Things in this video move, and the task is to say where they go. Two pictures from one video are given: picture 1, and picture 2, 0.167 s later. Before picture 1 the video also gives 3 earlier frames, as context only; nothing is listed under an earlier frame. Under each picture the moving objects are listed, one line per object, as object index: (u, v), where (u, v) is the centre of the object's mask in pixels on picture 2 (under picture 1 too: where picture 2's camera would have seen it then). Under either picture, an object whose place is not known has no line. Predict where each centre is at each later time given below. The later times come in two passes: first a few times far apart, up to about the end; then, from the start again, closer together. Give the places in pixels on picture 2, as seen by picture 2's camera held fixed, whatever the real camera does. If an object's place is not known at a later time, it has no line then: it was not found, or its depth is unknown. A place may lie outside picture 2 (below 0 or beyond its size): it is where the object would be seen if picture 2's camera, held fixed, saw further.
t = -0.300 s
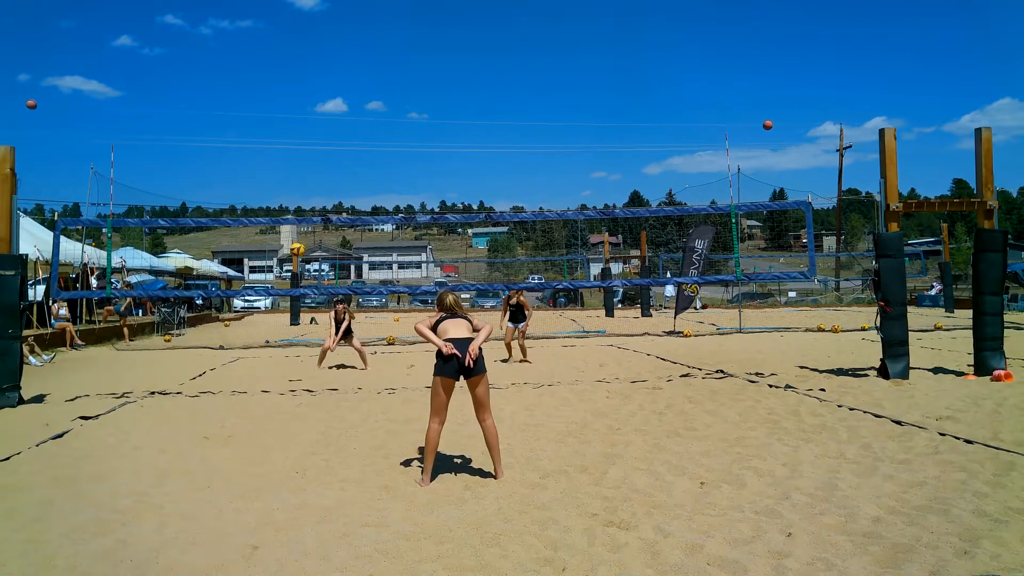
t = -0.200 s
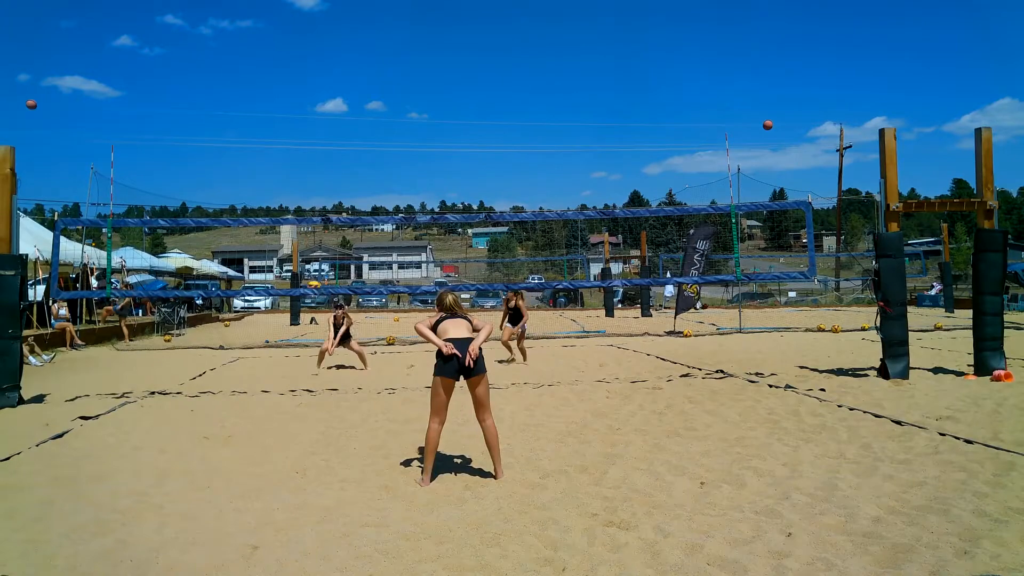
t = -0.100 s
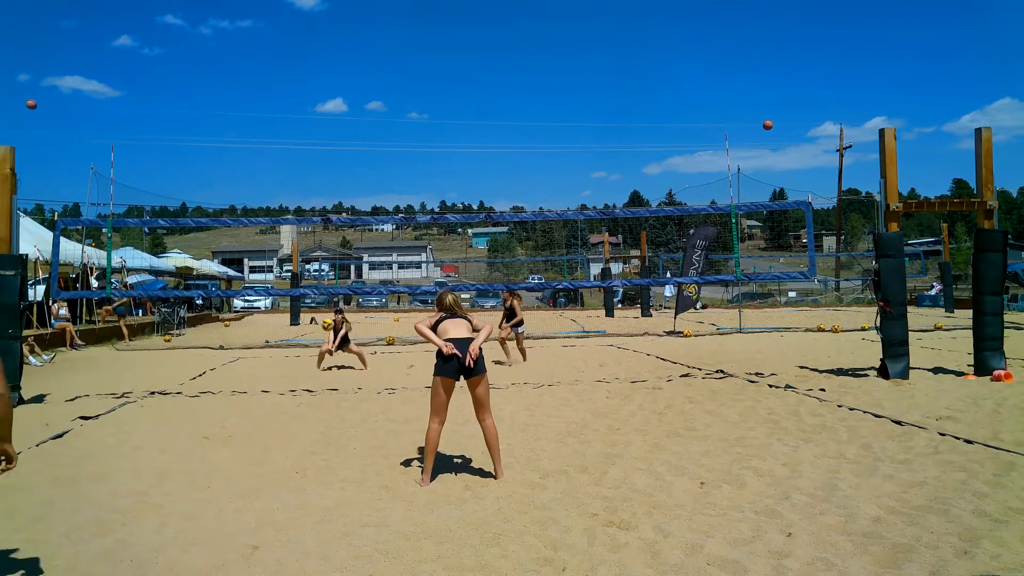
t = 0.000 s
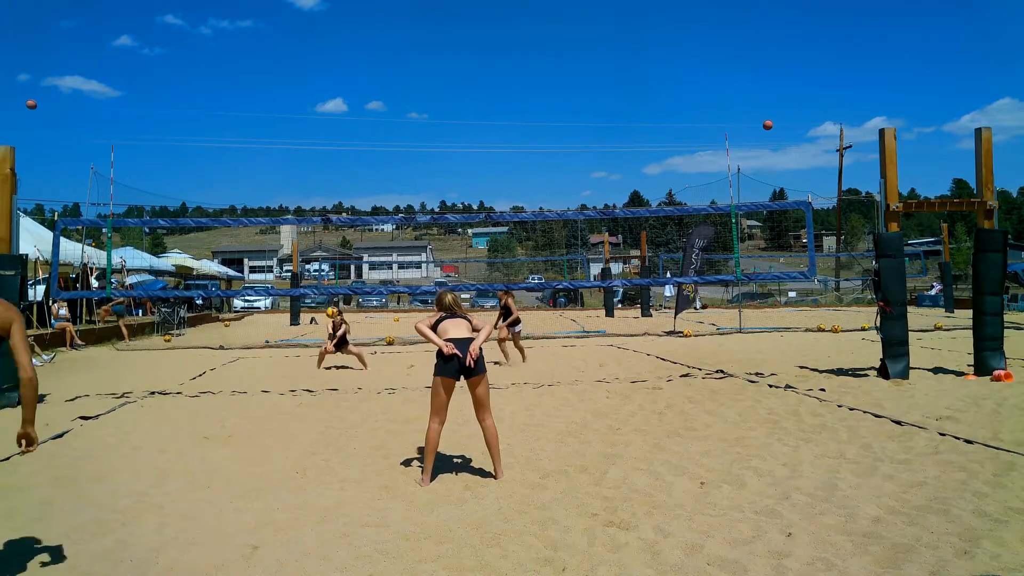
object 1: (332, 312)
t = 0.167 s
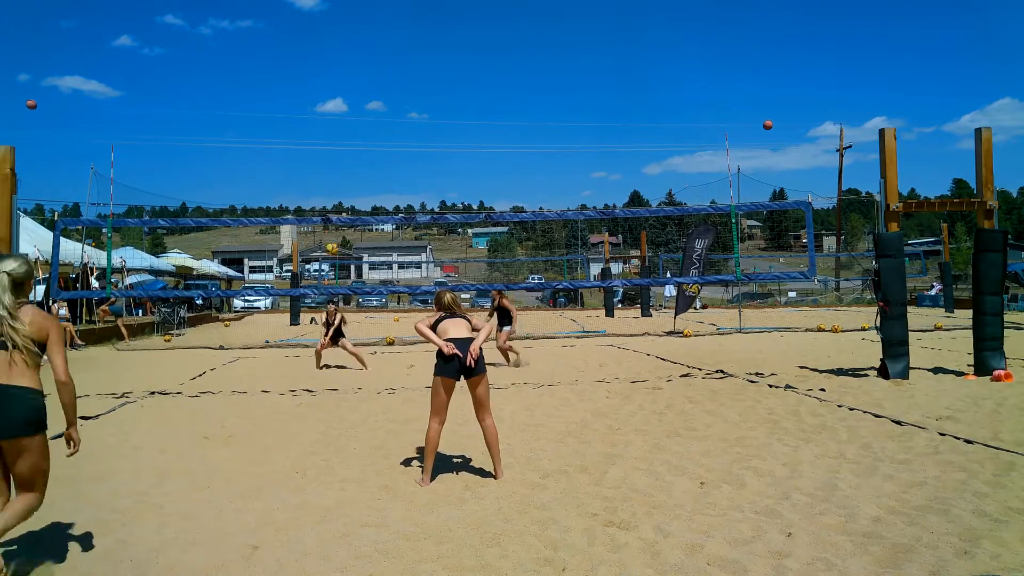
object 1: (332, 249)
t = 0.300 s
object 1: (332, 208)
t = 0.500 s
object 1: (333, 163)
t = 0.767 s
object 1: (336, 137)
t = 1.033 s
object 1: (341, 154)
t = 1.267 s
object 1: (346, 209)
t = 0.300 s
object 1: (332, 208)
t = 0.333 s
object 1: (332, 199)
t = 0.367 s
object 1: (333, 191)
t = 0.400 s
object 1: (333, 183)
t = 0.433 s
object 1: (333, 175)
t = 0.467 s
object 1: (333, 169)
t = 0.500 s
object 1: (333, 163)
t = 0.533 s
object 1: (334, 157)
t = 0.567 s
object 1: (334, 152)
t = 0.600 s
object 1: (334, 148)
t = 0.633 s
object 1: (335, 145)
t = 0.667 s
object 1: (335, 142)
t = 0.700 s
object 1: (335, 140)
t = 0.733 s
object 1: (336, 138)
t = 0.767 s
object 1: (336, 137)
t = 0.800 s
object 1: (337, 136)
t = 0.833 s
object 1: (337, 137)
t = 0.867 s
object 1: (337, 138)
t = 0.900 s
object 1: (338, 139)
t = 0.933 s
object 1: (339, 142)
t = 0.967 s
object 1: (340, 145)
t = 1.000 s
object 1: (340, 150)
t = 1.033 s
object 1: (341, 154)
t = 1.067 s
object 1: (342, 160)
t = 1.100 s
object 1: (342, 166)
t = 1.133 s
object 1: (342, 174)
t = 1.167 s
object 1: (343, 182)
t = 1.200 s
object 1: (344, 190)
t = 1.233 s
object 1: (345, 200)
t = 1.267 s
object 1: (346, 209)
